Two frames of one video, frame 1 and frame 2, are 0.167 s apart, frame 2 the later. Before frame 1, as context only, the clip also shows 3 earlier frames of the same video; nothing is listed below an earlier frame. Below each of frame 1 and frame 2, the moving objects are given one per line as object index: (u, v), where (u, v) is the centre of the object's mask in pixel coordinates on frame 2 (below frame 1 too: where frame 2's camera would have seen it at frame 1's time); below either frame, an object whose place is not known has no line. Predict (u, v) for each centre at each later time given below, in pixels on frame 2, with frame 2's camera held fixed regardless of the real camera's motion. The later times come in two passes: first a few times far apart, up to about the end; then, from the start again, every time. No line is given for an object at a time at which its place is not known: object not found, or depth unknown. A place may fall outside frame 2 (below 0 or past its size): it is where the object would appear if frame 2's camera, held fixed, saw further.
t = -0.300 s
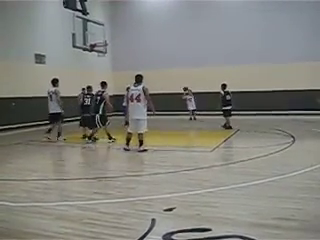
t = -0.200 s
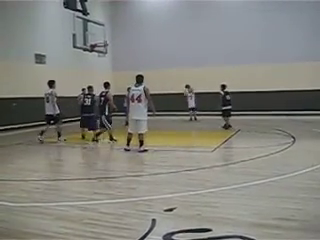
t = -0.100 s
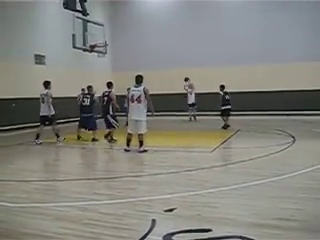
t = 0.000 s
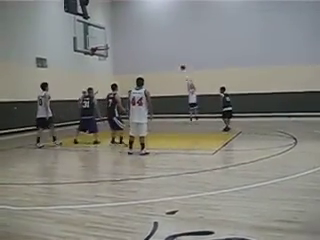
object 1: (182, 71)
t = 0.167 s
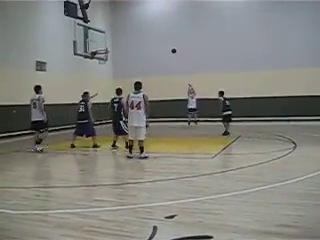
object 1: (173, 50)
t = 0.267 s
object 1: (168, 41)
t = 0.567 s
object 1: (149, 22)
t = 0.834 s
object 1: (132, 21)
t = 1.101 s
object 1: (112, 40)
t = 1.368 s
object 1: (117, 45)
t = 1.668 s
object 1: (133, 55)
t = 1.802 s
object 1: (140, 65)
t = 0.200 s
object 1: (171, 47)
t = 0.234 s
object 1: (170, 43)
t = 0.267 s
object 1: (168, 41)
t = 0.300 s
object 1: (166, 38)
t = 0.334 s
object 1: (164, 35)
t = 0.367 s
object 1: (162, 32)
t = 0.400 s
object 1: (160, 30)
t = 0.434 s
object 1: (158, 27)
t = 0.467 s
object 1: (156, 26)
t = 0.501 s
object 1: (154, 24)
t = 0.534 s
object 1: (152, 23)
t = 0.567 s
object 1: (149, 22)
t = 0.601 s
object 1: (147, 21)
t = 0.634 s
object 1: (145, 20)
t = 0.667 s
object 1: (143, 20)
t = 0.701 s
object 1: (141, 19)
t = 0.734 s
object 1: (139, 19)
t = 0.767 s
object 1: (137, 20)
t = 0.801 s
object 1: (134, 20)
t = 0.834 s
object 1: (132, 21)
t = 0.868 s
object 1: (129, 22)
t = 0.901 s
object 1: (127, 24)
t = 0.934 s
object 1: (125, 26)
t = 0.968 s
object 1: (123, 28)
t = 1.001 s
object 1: (120, 31)
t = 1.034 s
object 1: (117, 34)
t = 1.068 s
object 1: (115, 37)
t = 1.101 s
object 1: (112, 40)
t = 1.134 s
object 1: (110, 44)
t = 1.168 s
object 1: (107, 49)
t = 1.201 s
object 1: (107, 50)
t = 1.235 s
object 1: (108, 49)
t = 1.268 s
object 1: (111, 47)
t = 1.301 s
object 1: (113, 46)
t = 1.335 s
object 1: (116, 46)
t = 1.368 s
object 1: (117, 45)
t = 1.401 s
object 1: (119, 45)
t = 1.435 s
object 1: (121, 46)
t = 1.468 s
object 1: (123, 47)
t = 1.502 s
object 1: (125, 47)
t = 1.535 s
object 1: (126, 48)
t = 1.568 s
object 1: (128, 50)
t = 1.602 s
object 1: (130, 51)
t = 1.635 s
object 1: (132, 53)
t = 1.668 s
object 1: (133, 55)
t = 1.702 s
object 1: (135, 57)
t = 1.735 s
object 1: (136, 60)
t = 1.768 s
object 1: (138, 62)
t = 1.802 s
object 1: (140, 65)
